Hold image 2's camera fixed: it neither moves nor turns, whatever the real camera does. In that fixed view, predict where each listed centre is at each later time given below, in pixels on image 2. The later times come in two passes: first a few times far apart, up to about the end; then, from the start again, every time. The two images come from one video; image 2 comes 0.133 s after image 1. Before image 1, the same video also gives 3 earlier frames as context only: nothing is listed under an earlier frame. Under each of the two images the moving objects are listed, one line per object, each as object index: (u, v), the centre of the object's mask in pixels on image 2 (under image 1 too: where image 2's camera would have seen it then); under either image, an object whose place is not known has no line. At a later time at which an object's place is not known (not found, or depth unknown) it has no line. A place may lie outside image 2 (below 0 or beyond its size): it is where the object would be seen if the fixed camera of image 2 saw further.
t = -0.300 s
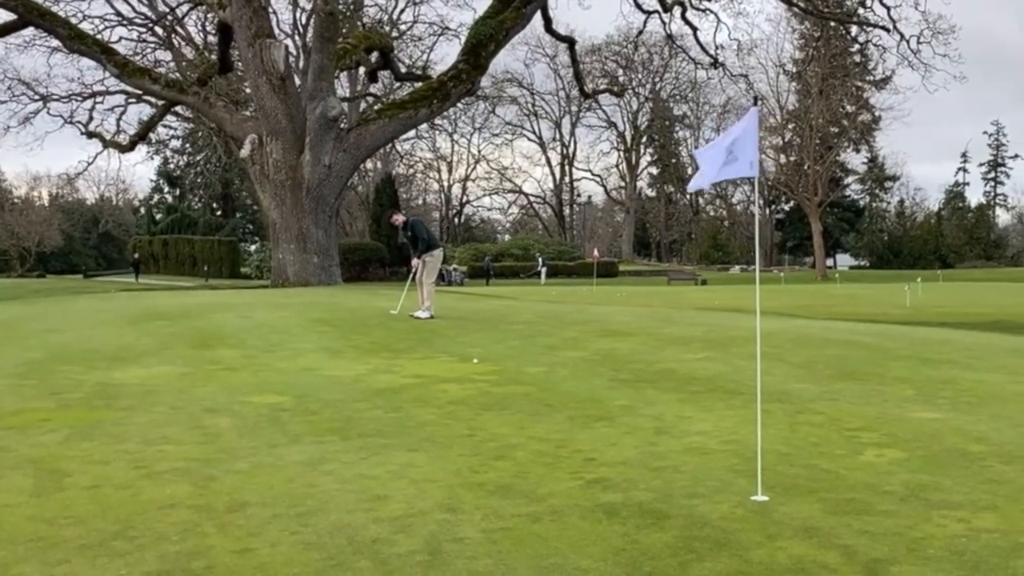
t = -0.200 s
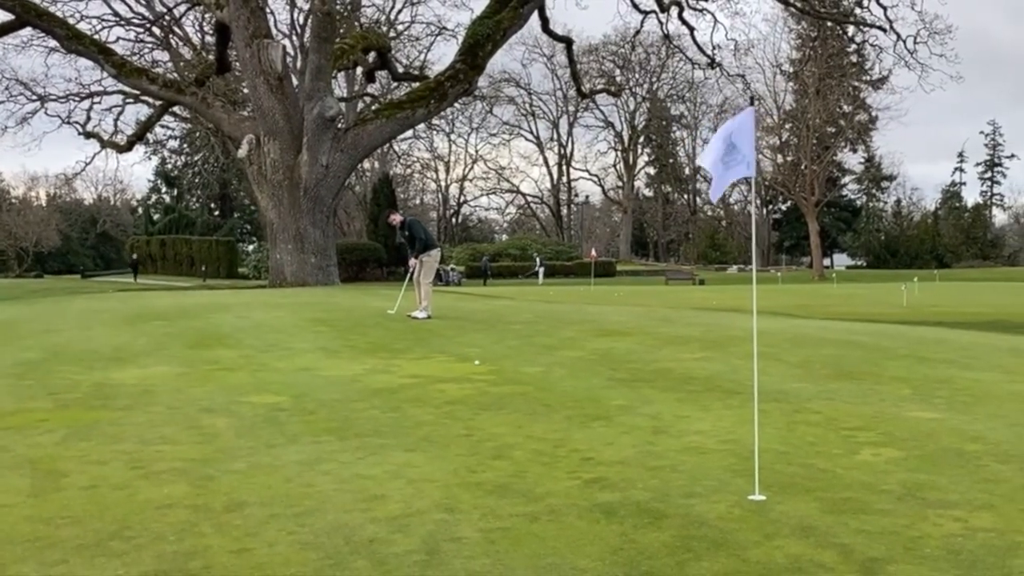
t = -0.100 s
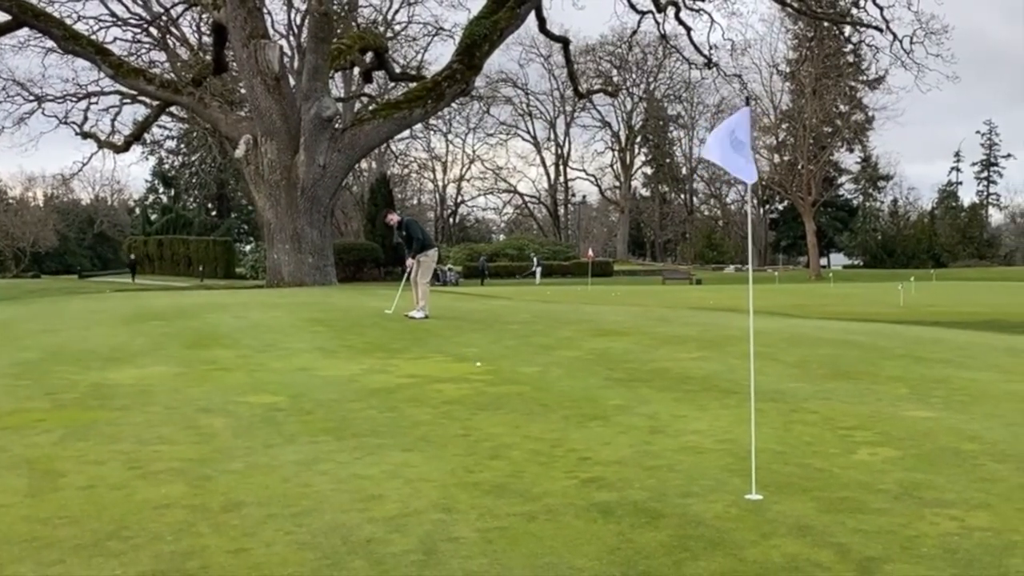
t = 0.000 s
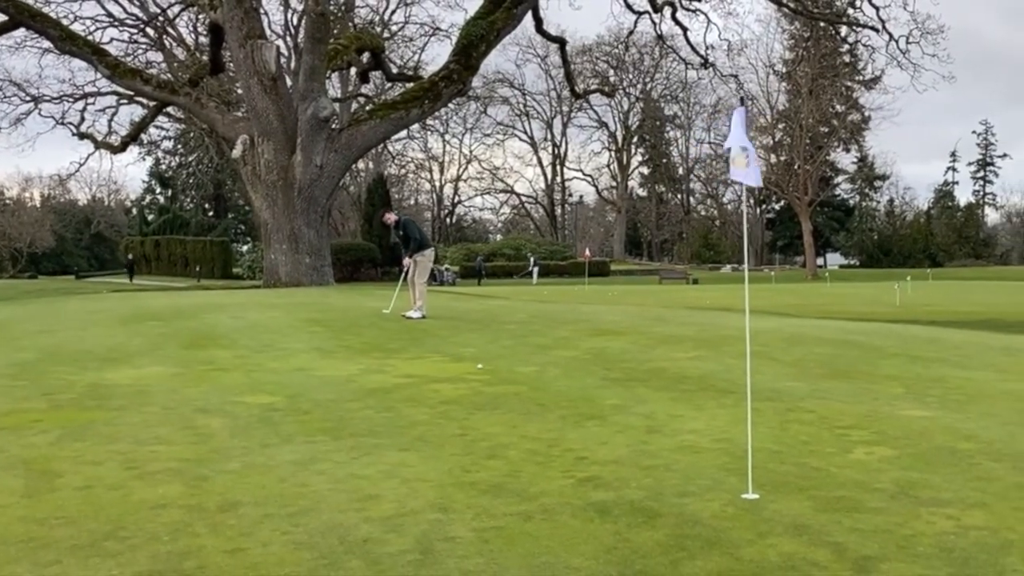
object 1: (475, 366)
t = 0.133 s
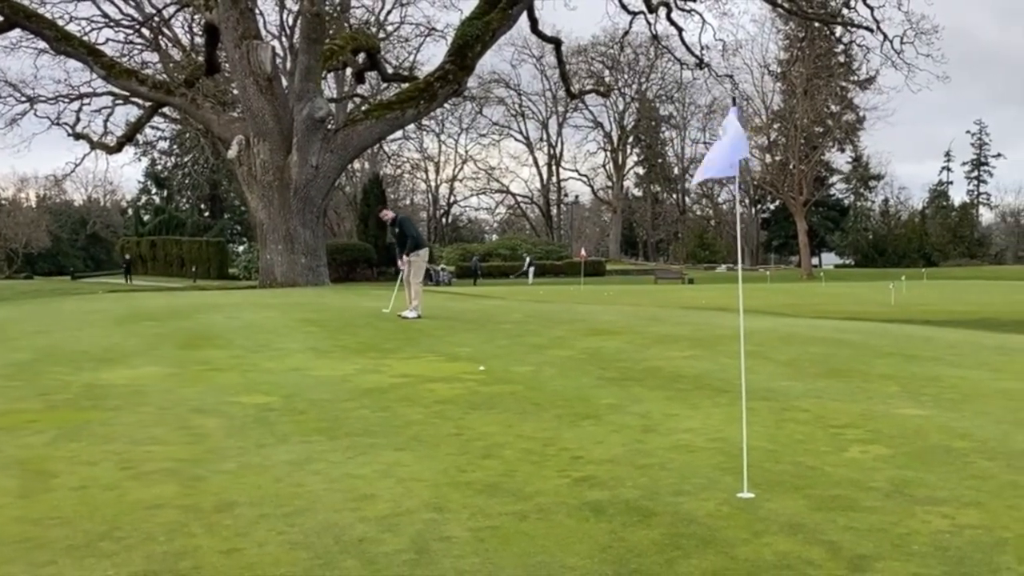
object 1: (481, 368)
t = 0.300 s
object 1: (490, 372)
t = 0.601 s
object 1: (505, 379)
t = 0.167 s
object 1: (483, 369)
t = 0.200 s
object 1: (485, 370)
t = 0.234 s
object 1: (486, 371)
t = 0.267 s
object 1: (488, 371)
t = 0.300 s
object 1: (490, 372)
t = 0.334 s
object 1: (491, 373)
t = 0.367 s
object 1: (493, 373)
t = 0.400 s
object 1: (495, 374)
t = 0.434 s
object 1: (496, 375)
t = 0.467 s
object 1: (498, 376)
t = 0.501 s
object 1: (500, 376)
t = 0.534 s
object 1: (501, 377)
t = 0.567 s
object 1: (503, 378)
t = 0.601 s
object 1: (505, 379)
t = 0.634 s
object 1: (507, 379)
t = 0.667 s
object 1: (508, 380)
